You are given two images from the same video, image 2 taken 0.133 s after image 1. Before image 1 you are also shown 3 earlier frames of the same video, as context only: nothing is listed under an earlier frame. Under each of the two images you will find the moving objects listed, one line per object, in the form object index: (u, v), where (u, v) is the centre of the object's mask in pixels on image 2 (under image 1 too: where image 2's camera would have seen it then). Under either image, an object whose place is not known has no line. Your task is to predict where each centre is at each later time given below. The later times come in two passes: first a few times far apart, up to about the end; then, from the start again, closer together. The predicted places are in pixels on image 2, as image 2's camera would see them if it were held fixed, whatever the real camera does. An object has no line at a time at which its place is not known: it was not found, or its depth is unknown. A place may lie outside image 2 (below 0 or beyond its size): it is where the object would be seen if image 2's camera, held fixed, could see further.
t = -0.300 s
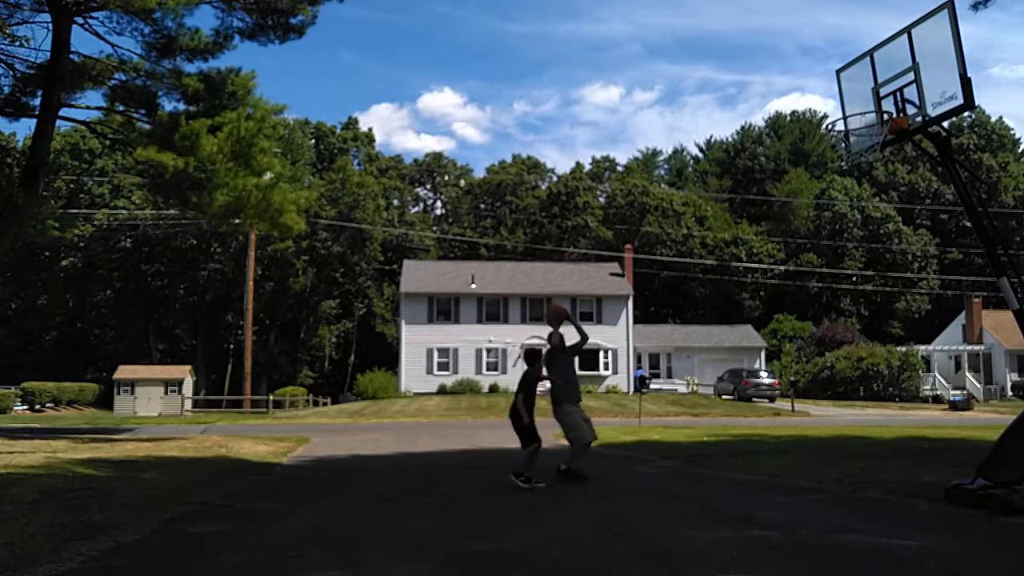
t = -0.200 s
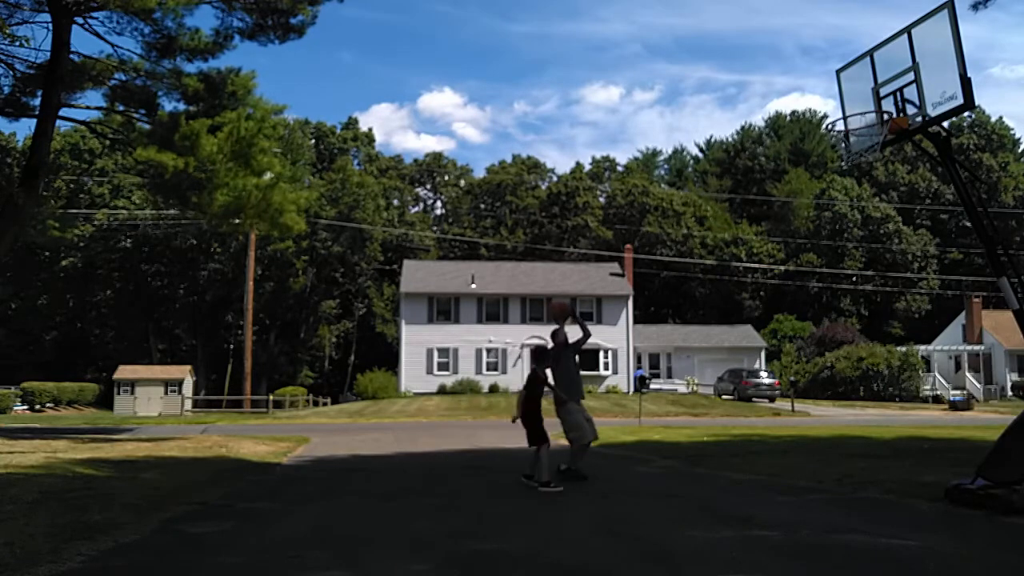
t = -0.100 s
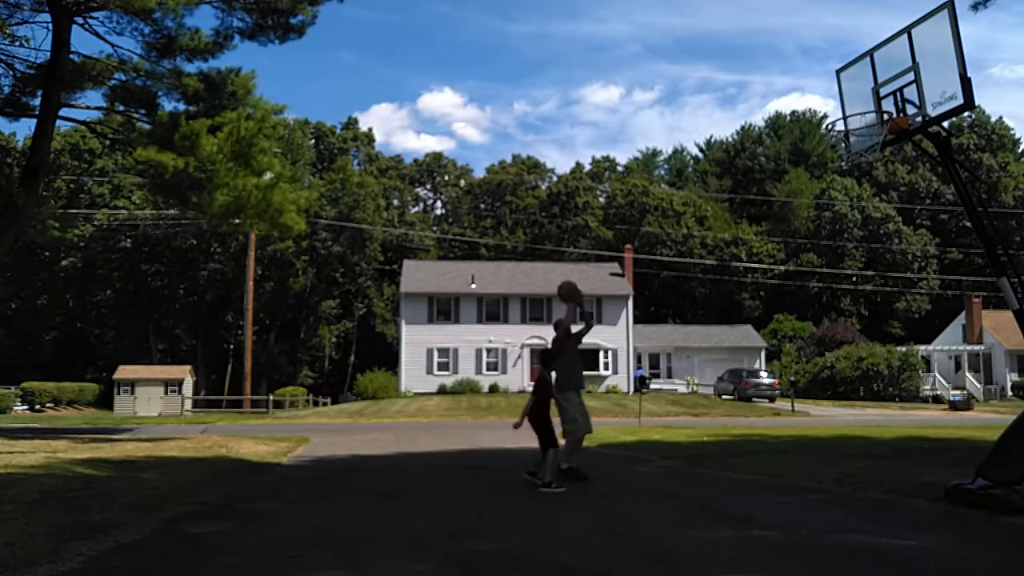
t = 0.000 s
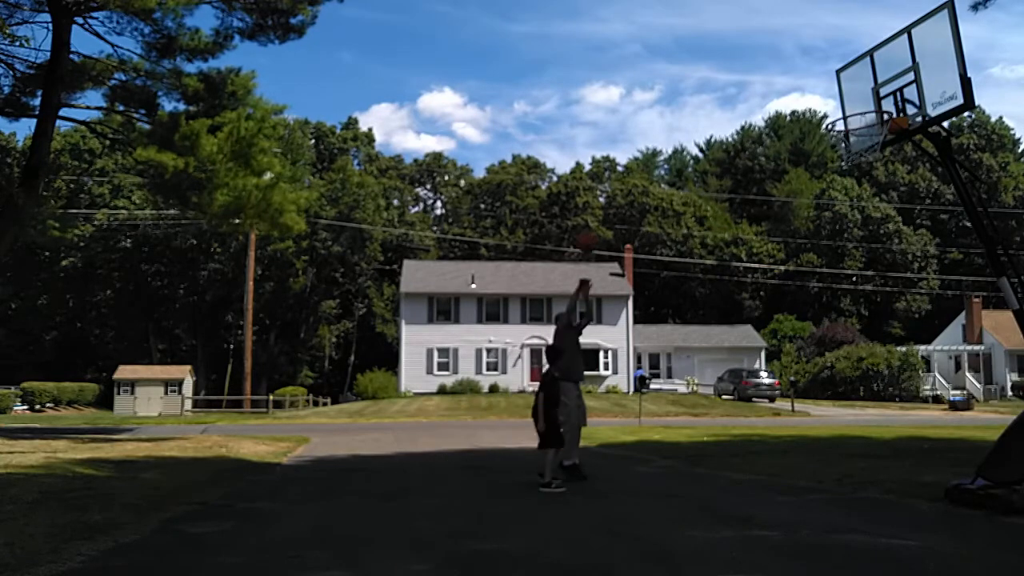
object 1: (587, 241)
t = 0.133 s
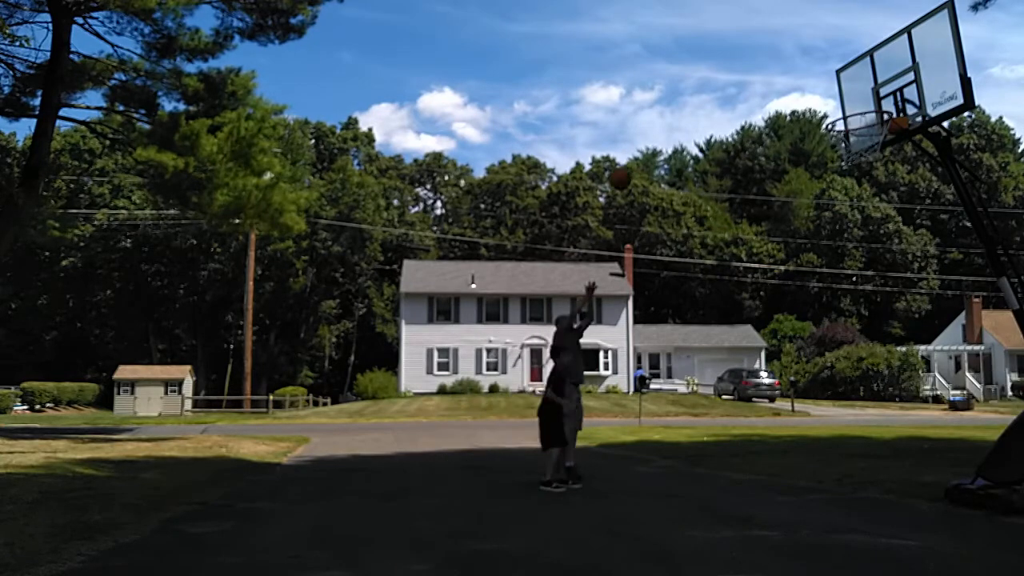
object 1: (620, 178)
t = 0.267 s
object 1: (656, 125)
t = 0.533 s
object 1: (738, 58)
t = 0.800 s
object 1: (841, 56)
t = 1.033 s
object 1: (958, 134)
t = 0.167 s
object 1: (629, 164)
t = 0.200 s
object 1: (638, 150)
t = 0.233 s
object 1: (647, 137)
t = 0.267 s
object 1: (656, 125)
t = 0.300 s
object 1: (665, 113)
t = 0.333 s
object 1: (675, 103)
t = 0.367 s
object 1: (685, 93)
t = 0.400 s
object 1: (694, 84)
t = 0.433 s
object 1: (705, 76)
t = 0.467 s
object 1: (716, 69)
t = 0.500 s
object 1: (727, 63)
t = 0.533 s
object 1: (738, 58)
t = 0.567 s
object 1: (750, 54)
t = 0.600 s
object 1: (762, 50)
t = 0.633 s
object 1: (774, 48)
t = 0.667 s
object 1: (787, 47)
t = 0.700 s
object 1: (799, 48)
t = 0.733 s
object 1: (813, 49)
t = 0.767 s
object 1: (827, 52)
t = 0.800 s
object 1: (841, 56)
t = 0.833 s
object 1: (856, 62)
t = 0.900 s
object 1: (888, 79)
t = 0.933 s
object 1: (904, 89)
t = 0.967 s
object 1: (922, 102)
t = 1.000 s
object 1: (940, 115)
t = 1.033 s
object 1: (958, 134)
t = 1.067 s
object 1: (979, 151)
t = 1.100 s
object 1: (1000, 171)
